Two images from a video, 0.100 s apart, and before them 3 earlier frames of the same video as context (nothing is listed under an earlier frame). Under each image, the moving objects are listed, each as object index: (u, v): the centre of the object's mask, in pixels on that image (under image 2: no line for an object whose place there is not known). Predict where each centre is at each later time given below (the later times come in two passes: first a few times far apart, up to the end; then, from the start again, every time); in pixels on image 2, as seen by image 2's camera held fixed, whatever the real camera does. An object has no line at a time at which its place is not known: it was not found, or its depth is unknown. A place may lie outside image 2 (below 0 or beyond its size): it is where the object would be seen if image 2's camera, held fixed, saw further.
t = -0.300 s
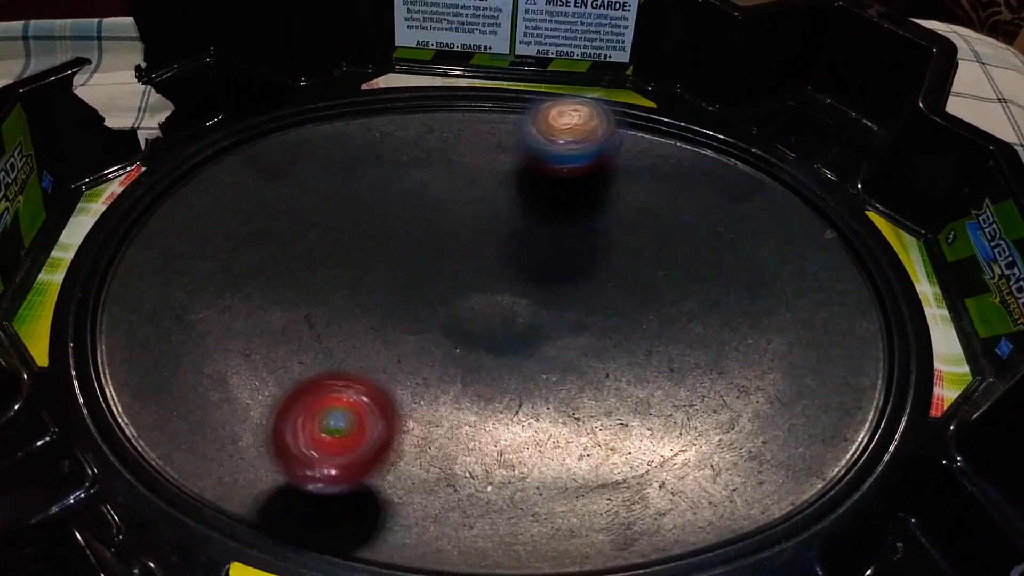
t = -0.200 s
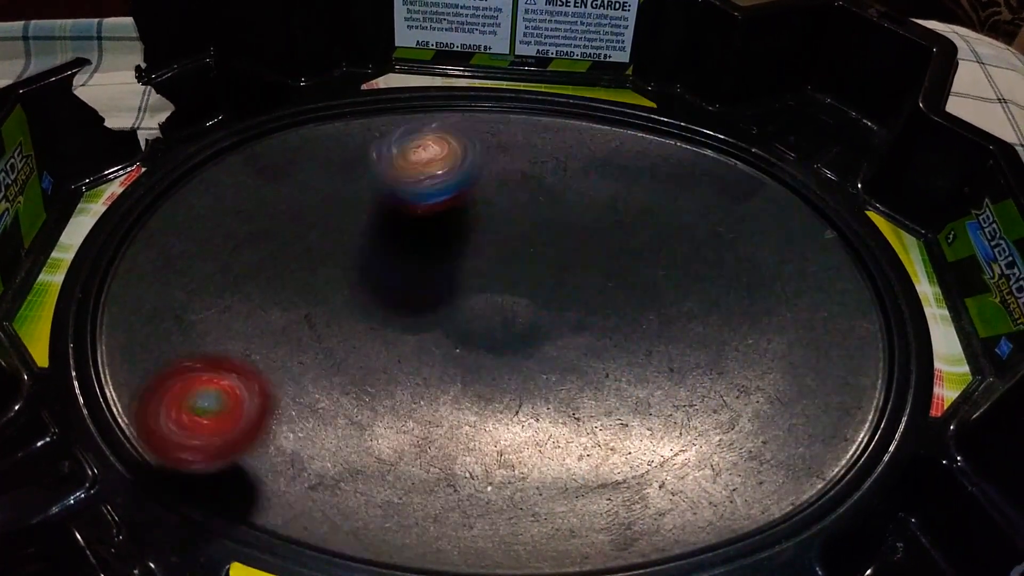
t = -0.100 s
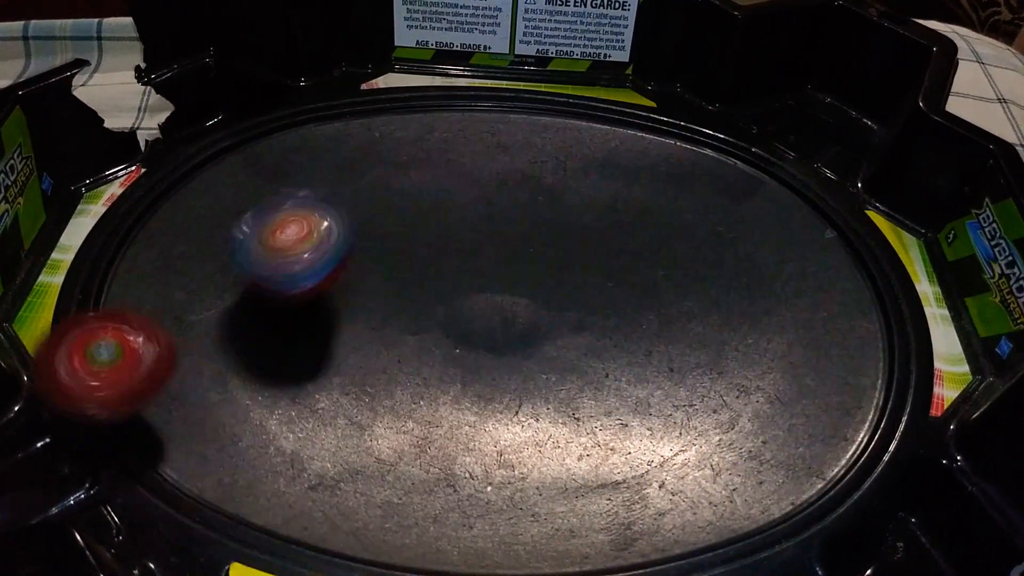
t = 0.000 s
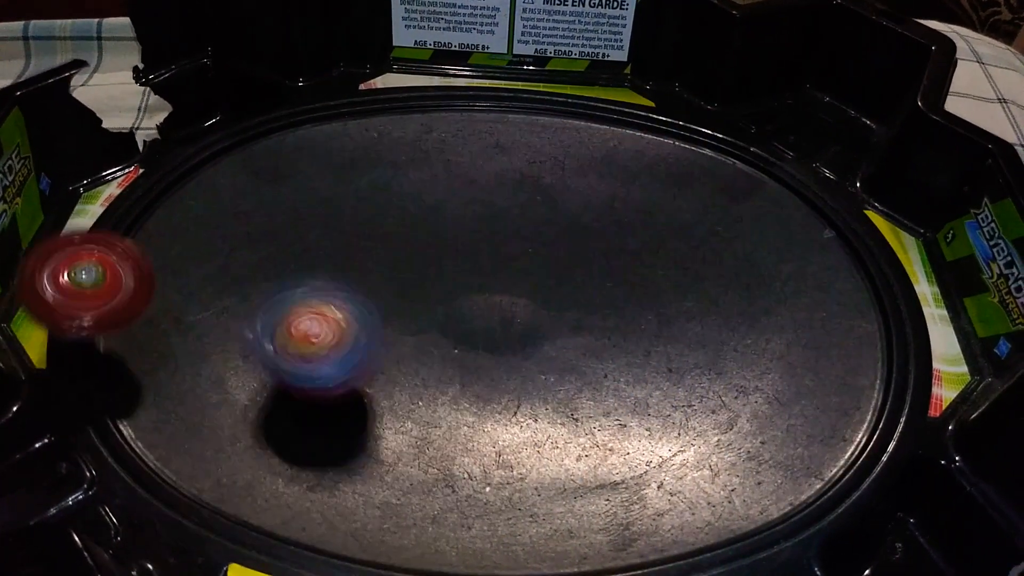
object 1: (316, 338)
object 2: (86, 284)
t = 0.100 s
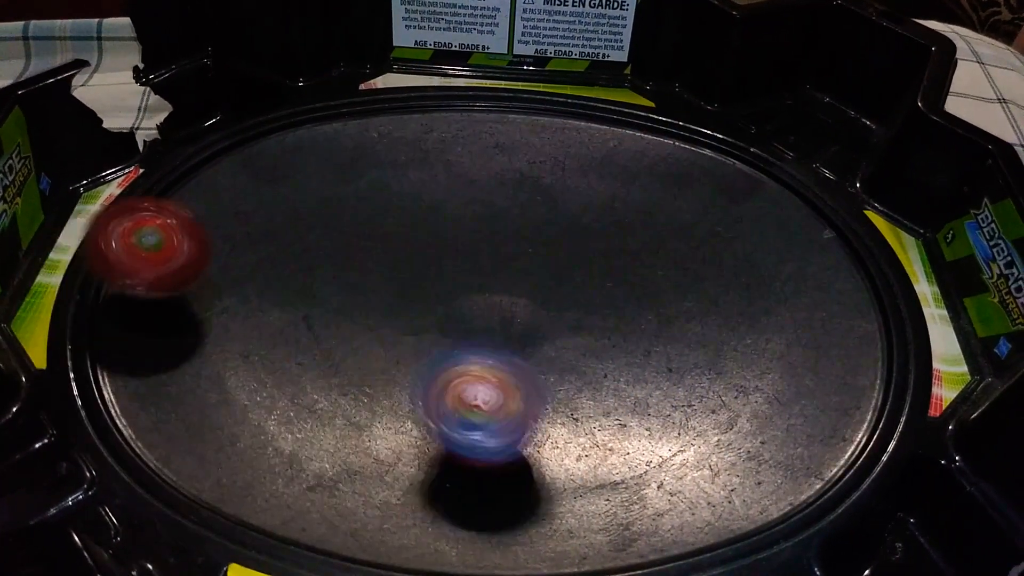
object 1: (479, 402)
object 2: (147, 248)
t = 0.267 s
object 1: (732, 389)
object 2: (302, 235)
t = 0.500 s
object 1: (830, 206)
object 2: (495, 354)
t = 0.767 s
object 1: (529, 175)
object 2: (547, 521)
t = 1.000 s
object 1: (289, 366)
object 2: (483, 434)
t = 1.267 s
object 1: (466, 508)
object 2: (518, 290)
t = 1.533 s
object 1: (624, 329)
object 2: (678, 244)
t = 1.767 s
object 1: (405, 242)
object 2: (818, 234)
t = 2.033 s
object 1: (170, 361)
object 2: (802, 312)
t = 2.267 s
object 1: (436, 452)
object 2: (521, 303)
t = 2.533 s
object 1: (609, 249)
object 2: (365, 182)
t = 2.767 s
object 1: (490, 139)
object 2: (357, 143)
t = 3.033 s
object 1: (609, 191)
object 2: (138, 218)
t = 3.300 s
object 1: (692, 293)
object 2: (260, 380)
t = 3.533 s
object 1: (770, 336)
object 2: (467, 441)
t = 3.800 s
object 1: (682, 325)
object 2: (617, 403)
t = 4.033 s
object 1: (514, 300)
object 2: (590, 366)
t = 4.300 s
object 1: (348, 407)
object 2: (601, 266)
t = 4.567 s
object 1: (498, 403)
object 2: (596, 186)
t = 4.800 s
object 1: (481, 279)
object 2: (523, 202)
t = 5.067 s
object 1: (329, 327)
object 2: (417, 200)
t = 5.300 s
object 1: (437, 388)
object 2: (283, 276)
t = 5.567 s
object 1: (541, 279)
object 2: (187, 395)
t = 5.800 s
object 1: (457, 224)
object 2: (298, 443)
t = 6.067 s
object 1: (407, 330)
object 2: (543, 383)
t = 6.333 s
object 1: (597, 362)
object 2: (703, 297)
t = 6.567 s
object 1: (621, 268)
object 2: (731, 217)
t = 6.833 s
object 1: (456, 264)
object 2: (618, 183)
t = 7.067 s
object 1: (394, 370)
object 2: (456, 232)
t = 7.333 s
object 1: (552, 393)
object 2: (296, 309)
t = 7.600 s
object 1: (536, 273)
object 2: (239, 427)
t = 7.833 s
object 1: (414, 248)
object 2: (367, 486)
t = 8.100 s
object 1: (385, 349)
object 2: (577, 399)
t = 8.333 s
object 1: (542, 366)
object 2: (652, 294)
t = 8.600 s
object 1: (582, 270)
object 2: (608, 193)
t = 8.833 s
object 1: (502, 348)
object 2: (505, 149)
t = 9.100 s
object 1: (518, 405)
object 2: (388, 274)
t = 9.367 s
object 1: (507, 341)
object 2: (242, 460)
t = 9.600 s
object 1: (416, 279)
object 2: (161, 425)
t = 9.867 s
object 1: (370, 308)
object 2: (221, 296)
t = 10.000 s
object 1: (462, 323)
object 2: (248, 286)
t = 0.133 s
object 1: (537, 412)
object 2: (178, 237)
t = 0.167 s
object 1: (591, 415)
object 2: (208, 232)
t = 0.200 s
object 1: (643, 413)
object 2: (239, 228)
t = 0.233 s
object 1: (690, 403)
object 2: (271, 229)
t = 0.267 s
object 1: (732, 389)
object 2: (302, 235)
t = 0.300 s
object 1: (773, 366)
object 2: (333, 244)
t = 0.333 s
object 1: (802, 344)
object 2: (363, 257)
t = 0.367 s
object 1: (826, 317)
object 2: (395, 273)
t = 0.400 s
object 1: (842, 290)
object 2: (423, 291)
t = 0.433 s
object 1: (843, 264)
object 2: (451, 310)
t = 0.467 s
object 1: (842, 233)
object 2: (474, 331)
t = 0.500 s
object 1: (830, 206)
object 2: (495, 354)
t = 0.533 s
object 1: (812, 185)
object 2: (514, 378)
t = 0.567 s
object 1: (782, 168)
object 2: (529, 403)
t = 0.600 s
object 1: (747, 156)
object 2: (541, 426)
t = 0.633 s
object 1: (708, 151)
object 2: (550, 449)
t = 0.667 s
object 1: (664, 149)
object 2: (554, 471)
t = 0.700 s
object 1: (619, 156)
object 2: (554, 491)
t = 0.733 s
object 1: (577, 164)
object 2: (552, 509)
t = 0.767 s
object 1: (529, 175)
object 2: (547, 521)
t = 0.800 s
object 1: (483, 193)
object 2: (539, 524)
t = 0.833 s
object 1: (440, 214)
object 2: (527, 522)
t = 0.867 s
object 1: (398, 240)
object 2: (515, 510)
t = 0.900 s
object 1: (362, 268)
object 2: (504, 494)
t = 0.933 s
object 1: (335, 297)
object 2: (495, 475)
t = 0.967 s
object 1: (307, 330)
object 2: (487, 455)
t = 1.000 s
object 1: (289, 366)
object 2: (483, 434)
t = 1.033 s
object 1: (280, 402)
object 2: (479, 412)
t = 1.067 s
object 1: (276, 433)
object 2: (478, 392)
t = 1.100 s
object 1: (283, 468)
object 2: (479, 372)
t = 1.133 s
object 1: (301, 496)
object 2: (483, 352)
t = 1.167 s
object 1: (331, 509)
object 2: (488, 333)
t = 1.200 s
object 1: (373, 515)
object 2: (496, 317)
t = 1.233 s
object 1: (419, 515)
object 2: (506, 302)
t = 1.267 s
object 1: (466, 508)
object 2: (518, 290)
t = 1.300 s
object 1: (511, 497)
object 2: (533, 280)
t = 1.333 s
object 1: (551, 481)
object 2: (551, 271)
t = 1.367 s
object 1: (584, 461)
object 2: (571, 263)
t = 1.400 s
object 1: (609, 439)
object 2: (592, 257)
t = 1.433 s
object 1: (628, 411)
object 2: (613, 253)
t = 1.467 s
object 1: (637, 380)
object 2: (635, 249)
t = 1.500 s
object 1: (637, 354)
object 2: (656, 246)
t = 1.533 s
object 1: (624, 329)
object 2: (678, 244)
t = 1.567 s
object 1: (604, 306)
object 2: (699, 242)
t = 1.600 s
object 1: (577, 287)
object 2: (723, 237)
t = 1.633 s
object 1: (548, 272)
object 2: (745, 234)
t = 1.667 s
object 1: (514, 261)
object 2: (766, 233)
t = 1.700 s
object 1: (479, 252)
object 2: (786, 233)
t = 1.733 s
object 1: (442, 246)
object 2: (803, 232)
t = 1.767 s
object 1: (405, 242)
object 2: (818, 234)
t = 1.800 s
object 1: (365, 243)
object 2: (831, 236)
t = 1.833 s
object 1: (327, 245)
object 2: (843, 241)
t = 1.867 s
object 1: (290, 253)
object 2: (851, 248)
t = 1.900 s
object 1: (251, 267)
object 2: (858, 257)
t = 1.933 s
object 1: (223, 282)
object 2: (857, 271)
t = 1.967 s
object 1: (196, 306)
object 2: (848, 286)
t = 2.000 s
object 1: (179, 332)
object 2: (829, 300)
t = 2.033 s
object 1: (170, 361)
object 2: (802, 312)
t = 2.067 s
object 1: (178, 390)
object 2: (764, 322)
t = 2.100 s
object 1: (198, 420)
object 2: (722, 328)
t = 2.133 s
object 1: (234, 439)
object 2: (679, 331)
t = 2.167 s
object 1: (279, 459)
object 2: (638, 328)
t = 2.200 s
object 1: (331, 463)
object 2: (595, 323)
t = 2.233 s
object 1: (386, 460)
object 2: (555, 315)
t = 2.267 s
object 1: (436, 452)
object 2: (521, 303)
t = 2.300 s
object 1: (486, 427)
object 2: (490, 291)
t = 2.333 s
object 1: (528, 410)
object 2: (462, 276)
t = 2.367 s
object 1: (561, 385)
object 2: (437, 262)
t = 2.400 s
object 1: (586, 358)
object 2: (415, 245)
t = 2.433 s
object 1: (602, 328)
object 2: (398, 229)
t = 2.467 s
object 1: (612, 301)
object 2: (383, 213)
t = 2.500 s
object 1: (613, 273)
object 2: (373, 197)
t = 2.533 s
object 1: (609, 249)
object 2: (365, 182)
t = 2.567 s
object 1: (600, 225)
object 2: (361, 168)
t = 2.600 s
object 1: (586, 202)
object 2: (360, 158)
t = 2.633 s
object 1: (568, 182)
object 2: (362, 148)
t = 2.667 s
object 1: (546, 166)
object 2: (365, 142)
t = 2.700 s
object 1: (521, 154)
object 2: (368, 140)
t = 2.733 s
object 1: (492, 146)
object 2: (374, 140)
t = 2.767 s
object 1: (490, 139)
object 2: (357, 143)
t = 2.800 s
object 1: (515, 135)
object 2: (310, 147)
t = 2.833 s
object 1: (535, 137)
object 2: (268, 152)
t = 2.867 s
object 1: (550, 141)
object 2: (229, 160)
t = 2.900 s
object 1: (565, 148)
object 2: (196, 167)
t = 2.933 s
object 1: (577, 158)
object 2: (170, 177)
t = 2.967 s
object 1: (591, 169)
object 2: (147, 185)
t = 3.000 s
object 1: (599, 178)
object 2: (138, 200)
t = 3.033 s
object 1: (609, 191)
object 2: (138, 218)
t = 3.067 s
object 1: (616, 203)
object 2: (142, 239)
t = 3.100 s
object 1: (626, 215)
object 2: (148, 258)
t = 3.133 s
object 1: (637, 230)
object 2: (160, 279)
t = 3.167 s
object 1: (648, 243)
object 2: (175, 300)
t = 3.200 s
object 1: (656, 257)
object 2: (193, 322)
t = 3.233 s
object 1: (665, 270)
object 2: (212, 341)
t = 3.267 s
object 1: (678, 282)
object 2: (236, 361)
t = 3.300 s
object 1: (692, 293)
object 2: (260, 380)
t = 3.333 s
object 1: (704, 303)
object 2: (289, 396)
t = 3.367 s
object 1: (716, 313)
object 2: (318, 411)
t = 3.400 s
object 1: (730, 319)
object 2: (349, 422)
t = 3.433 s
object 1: (742, 323)
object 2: (380, 430)
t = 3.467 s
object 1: (755, 330)
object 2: (410, 436)
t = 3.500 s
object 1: (765, 334)
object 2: (439, 440)
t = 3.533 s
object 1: (770, 336)
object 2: (467, 441)
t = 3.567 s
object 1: (772, 337)
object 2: (494, 440)
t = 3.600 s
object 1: (769, 336)
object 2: (520, 437)
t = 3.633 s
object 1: (763, 336)
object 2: (543, 432)
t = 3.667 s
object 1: (751, 336)
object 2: (565, 426)
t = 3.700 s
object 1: (734, 336)
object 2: (584, 420)
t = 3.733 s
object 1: (718, 334)
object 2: (602, 412)
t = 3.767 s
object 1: (695, 335)
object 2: (617, 404)
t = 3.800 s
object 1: (682, 325)
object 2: (617, 403)
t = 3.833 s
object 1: (665, 313)
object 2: (614, 407)
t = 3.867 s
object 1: (649, 305)
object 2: (610, 405)
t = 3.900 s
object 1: (629, 300)
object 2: (605, 401)
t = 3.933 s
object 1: (599, 295)
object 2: (600, 395)
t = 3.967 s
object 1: (572, 292)
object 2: (597, 386)
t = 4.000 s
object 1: (543, 294)
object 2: (592, 377)
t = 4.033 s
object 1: (514, 300)
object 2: (590, 366)
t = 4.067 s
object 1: (485, 306)
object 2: (589, 355)
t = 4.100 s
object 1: (454, 314)
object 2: (588, 344)
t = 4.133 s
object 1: (422, 323)
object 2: (588, 332)
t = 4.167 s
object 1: (398, 336)
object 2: (590, 320)
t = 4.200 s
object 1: (375, 353)
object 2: (592, 306)
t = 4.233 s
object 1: (360, 367)
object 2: (594, 292)
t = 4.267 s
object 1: (352, 388)
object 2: (597, 279)
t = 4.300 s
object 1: (348, 407)
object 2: (601, 266)
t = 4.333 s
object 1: (356, 419)
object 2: (604, 253)
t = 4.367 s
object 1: (369, 431)
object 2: (606, 240)
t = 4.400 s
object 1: (385, 438)
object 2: (607, 228)
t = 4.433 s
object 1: (410, 440)
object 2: (607, 217)
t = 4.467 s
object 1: (434, 439)
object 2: (607, 207)
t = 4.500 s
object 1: (460, 431)
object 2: (604, 198)
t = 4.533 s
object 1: (480, 418)
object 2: (600, 191)
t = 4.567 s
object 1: (498, 403)
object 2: (596, 186)
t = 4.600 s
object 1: (509, 383)
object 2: (589, 183)
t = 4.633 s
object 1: (517, 364)
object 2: (581, 181)
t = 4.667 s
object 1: (518, 344)
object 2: (571, 183)
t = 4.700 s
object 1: (518, 321)
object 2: (559, 187)
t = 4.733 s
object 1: (511, 303)
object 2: (547, 192)
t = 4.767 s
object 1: (499, 286)
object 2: (534, 197)
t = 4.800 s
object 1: (481, 279)
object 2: (523, 202)
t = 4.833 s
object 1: (457, 279)
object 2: (516, 193)
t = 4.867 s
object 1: (433, 279)
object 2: (508, 188)
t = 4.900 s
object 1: (408, 279)
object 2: (497, 182)
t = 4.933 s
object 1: (385, 283)
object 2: (485, 181)
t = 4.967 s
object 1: (364, 292)
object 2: (470, 183)
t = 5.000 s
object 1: (347, 301)
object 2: (453, 186)
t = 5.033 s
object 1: (335, 313)
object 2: (435, 193)
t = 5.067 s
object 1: (329, 327)
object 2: (417, 200)
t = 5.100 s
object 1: (326, 342)
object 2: (398, 208)
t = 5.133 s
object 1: (331, 356)
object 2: (378, 217)
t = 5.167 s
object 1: (340, 370)
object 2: (359, 228)
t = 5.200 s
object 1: (360, 382)
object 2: (339, 239)
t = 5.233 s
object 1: (384, 385)
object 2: (320, 251)
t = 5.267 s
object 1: (407, 392)
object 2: (302, 263)
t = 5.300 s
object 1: (437, 388)
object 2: (283, 276)
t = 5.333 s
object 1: (463, 382)
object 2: (266, 289)
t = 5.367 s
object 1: (486, 372)
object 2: (249, 302)
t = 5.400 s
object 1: (507, 357)
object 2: (235, 317)
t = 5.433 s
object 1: (523, 342)
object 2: (221, 331)
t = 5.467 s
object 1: (535, 325)
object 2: (210, 346)
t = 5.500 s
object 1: (539, 308)
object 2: (199, 362)
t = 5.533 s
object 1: (540, 293)
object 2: (192, 378)
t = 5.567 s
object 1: (541, 279)
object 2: (187, 395)
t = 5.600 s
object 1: (539, 266)
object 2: (184, 412)
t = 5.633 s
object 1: (531, 254)
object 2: (186, 428)
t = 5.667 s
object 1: (521, 243)
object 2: (193, 441)
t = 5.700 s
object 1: (507, 234)
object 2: (215, 445)
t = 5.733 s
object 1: (493, 228)
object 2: (241, 445)
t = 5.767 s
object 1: (475, 225)
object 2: (268, 445)
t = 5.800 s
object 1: (457, 224)
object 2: (298, 443)
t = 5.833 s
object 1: (439, 230)
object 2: (331, 440)
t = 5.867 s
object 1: (423, 237)
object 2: (362, 435)
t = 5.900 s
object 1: (410, 246)
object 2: (394, 428)
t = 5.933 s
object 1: (399, 260)
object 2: (426, 422)
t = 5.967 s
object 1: (392, 277)
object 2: (457, 413)
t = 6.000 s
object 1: (390, 294)
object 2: (486, 403)
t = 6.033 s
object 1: (394, 313)
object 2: (516, 393)
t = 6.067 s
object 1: (407, 330)
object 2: (543, 383)
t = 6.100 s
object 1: (422, 347)
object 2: (569, 372)
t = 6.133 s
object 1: (443, 360)
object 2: (594, 361)
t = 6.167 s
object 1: (469, 371)
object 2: (615, 350)
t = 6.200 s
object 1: (496, 378)
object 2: (635, 341)
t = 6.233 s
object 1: (523, 380)
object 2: (654, 331)
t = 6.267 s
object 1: (552, 379)
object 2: (673, 320)
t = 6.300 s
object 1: (578, 374)
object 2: (688, 310)
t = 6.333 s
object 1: (597, 362)
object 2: (703, 297)
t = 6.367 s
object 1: (617, 352)
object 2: (714, 286)
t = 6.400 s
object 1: (629, 339)
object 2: (726, 273)
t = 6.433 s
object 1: (639, 325)
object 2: (732, 261)
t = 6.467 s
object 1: (640, 310)
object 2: (737, 249)
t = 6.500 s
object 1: (638, 294)
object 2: (737, 238)
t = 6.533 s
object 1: (633, 280)
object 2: (736, 227)
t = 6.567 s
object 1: (621, 268)
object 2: (731, 217)
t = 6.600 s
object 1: (604, 260)
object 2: (725, 208)
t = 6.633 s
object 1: (587, 252)
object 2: (716, 200)
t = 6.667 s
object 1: (564, 247)
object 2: (704, 193)
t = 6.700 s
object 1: (544, 247)
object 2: (690, 188)
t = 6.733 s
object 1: (521, 247)
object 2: (674, 185)
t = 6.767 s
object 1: (499, 250)
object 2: (657, 183)
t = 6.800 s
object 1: (476, 255)
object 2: (639, 183)
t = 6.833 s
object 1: (456, 264)
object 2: (618, 183)
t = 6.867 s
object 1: (437, 274)
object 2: (595, 187)
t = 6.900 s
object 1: (419, 288)
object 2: (573, 192)
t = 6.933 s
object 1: (405, 304)
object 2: (549, 199)
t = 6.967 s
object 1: (395, 319)
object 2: (527, 205)
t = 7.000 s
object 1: (392, 336)
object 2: (502, 214)
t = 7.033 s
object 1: (391, 353)
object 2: (479, 222)
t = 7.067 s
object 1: (394, 370)
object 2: (456, 232)
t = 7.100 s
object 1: (407, 387)
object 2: (433, 241)
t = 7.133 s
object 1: (421, 403)
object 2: (411, 252)
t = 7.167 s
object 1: (444, 408)
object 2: (390, 262)
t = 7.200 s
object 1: (466, 411)
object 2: (369, 271)
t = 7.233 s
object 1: (489, 411)
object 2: (350, 279)
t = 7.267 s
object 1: (511, 408)
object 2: (330, 289)
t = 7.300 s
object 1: (531, 399)
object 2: (313, 298)
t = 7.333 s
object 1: (552, 393)
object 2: (296, 309)
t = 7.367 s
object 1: (564, 375)
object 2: (280, 321)
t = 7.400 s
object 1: (573, 357)
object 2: (267, 334)
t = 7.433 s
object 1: (576, 339)
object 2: (255, 349)
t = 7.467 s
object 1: (574, 323)
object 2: (245, 363)
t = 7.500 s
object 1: (571, 308)
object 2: (238, 378)
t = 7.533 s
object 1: (560, 296)
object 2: (235, 395)
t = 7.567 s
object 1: (549, 282)
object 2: (236, 411)
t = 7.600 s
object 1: (536, 273)
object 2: (239, 427)
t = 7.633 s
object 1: (521, 265)
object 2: (247, 442)
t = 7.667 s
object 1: (506, 255)
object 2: (258, 456)
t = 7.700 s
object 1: (492, 250)
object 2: (274, 468)
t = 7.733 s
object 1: (473, 246)
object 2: (293, 477)
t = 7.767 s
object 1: (454, 245)
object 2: (315, 483)
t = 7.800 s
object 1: (434, 245)
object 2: (339, 486)
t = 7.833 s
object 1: (414, 248)
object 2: (367, 486)
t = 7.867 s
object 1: (400, 253)
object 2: (396, 482)
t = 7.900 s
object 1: (383, 261)
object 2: (426, 476)
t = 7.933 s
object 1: (369, 275)
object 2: (455, 467)
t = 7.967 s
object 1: (363, 289)
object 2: (482, 457)
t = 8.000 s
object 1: (361, 305)
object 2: (509, 444)
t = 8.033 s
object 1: (365, 319)
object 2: (534, 430)
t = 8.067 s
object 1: (372, 335)
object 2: (558, 414)
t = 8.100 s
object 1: (385, 349)
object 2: (577, 399)
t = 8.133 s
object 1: (401, 358)
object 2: (595, 383)
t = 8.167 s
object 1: (425, 368)
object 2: (610, 369)
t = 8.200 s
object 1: (447, 373)
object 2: (622, 355)
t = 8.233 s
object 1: (471, 379)
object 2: (634, 340)
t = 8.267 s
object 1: (497, 378)
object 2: (642, 324)
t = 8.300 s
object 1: (520, 373)
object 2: (648, 309)
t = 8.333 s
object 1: (542, 366)
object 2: (652, 294)
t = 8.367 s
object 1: (559, 357)
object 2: (653, 278)
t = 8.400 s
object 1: (572, 343)
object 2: (653, 263)
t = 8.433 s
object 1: (586, 331)
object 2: (651, 247)
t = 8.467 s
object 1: (592, 317)
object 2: (645, 234)
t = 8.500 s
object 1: (595, 305)
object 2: (639, 222)
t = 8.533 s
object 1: (594, 292)
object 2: (631, 210)
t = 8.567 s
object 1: (591, 280)
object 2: (621, 201)
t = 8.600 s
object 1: (582, 270)
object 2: (608, 193)
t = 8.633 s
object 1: (569, 278)
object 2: (595, 176)
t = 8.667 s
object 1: (553, 285)
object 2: (583, 161)
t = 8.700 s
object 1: (542, 297)
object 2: (571, 149)
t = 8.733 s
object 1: (529, 311)
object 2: (556, 144)
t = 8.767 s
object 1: (517, 322)
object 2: (539, 141)
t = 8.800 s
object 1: (507, 335)
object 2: (522, 143)
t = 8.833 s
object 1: (502, 348)
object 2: (505, 149)
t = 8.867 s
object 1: (495, 365)
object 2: (487, 159)
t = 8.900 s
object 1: (492, 378)
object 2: (470, 170)
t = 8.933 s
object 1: (494, 386)
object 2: (453, 184)
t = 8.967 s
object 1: (496, 397)
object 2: (437, 199)
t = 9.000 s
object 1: (498, 401)
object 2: (422, 218)
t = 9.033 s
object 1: (505, 405)
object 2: (409, 236)
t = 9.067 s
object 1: (513, 405)
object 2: (398, 255)
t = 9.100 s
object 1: (518, 405)
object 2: (388, 274)
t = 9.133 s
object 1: (519, 403)
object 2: (377, 295)
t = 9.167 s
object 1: (521, 398)
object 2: (363, 318)
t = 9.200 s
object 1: (521, 393)
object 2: (349, 343)
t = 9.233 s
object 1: (521, 386)
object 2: (331, 371)
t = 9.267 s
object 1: (520, 377)
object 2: (312, 399)
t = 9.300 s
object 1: (519, 365)
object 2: (287, 427)
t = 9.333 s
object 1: (514, 353)
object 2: (261, 449)
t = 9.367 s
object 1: (507, 341)
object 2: (242, 460)
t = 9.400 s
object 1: (499, 331)
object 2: (224, 471)
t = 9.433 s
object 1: (489, 320)
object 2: (207, 480)
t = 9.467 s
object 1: (477, 311)
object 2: (186, 486)
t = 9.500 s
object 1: (462, 301)
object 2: (174, 478)
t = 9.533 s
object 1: (446, 291)
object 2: (170, 465)
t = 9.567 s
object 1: (430, 285)
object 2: (168, 445)
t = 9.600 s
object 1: (416, 279)
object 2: (161, 425)
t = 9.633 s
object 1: (402, 276)
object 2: (159, 403)
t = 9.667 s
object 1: (386, 276)
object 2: (159, 383)
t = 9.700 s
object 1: (374, 276)
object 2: (168, 362)
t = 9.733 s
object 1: (363, 282)
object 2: (178, 345)
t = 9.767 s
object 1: (355, 286)
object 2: (194, 327)
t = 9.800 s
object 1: (349, 290)
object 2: (208, 317)
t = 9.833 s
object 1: (353, 300)
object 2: (222, 305)
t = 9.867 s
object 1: (370, 308)
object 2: (221, 296)
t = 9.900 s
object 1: (392, 314)
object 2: (225, 291)
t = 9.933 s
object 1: (413, 317)
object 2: (231, 286)
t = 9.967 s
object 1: (437, 321)
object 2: (238, 285)
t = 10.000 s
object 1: (462, 323)
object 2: (248, 286)
